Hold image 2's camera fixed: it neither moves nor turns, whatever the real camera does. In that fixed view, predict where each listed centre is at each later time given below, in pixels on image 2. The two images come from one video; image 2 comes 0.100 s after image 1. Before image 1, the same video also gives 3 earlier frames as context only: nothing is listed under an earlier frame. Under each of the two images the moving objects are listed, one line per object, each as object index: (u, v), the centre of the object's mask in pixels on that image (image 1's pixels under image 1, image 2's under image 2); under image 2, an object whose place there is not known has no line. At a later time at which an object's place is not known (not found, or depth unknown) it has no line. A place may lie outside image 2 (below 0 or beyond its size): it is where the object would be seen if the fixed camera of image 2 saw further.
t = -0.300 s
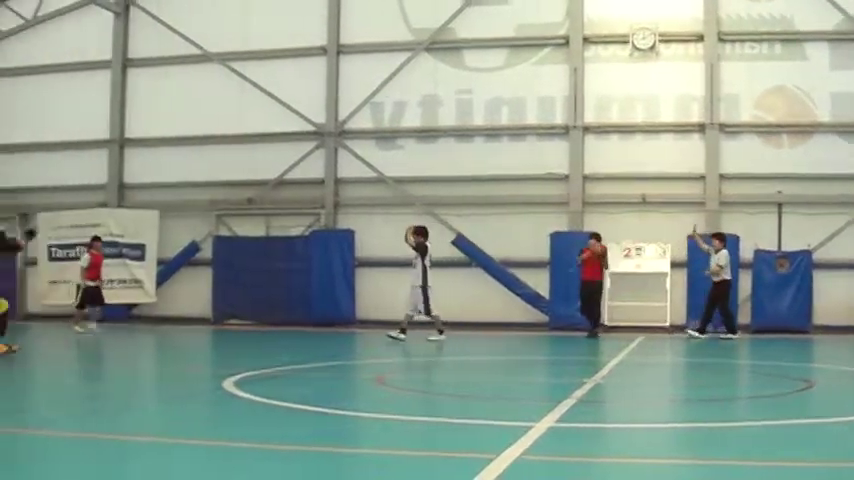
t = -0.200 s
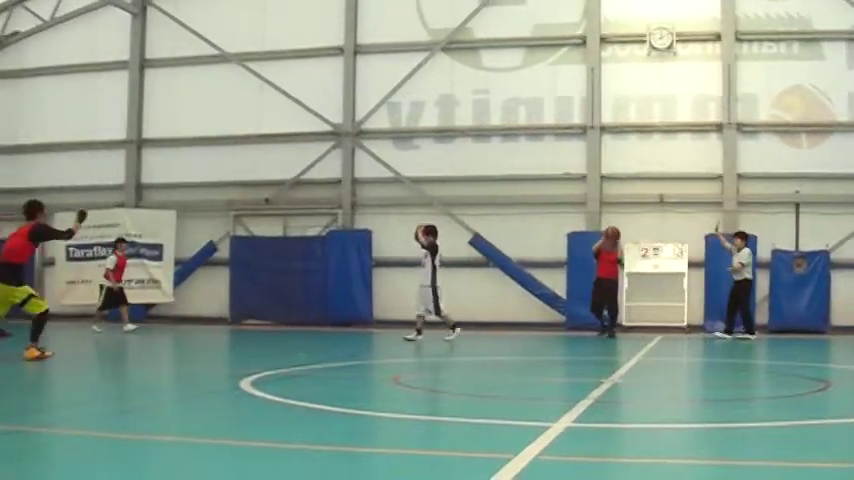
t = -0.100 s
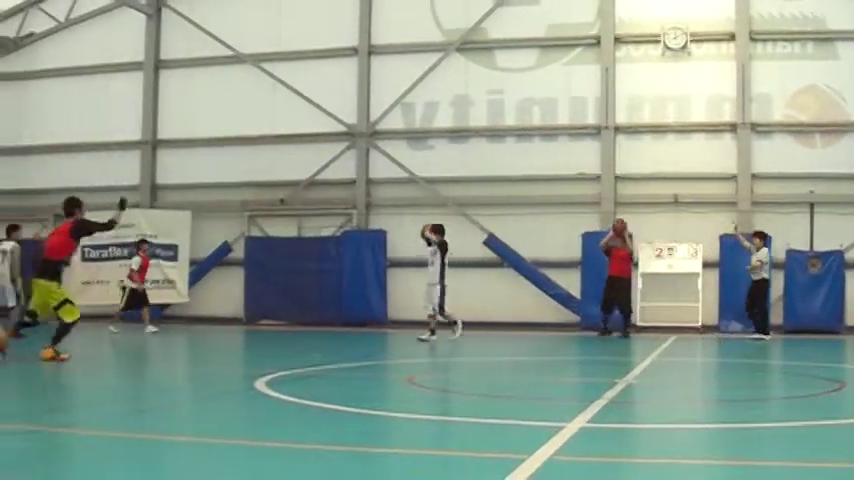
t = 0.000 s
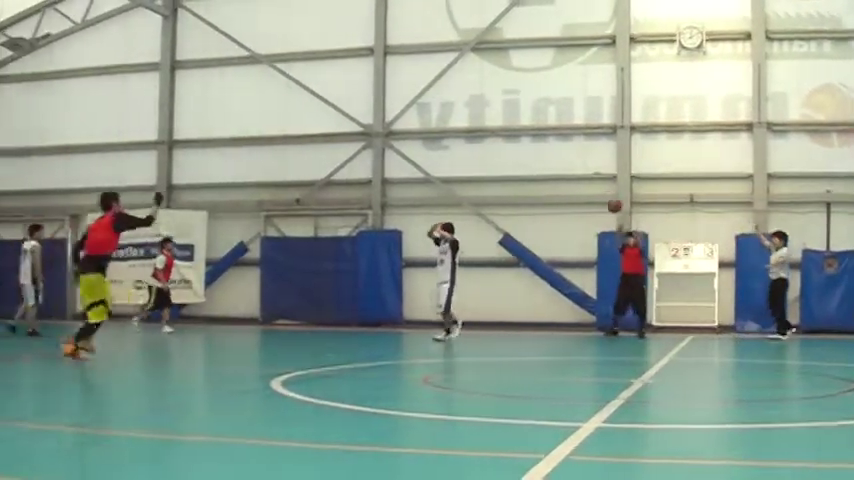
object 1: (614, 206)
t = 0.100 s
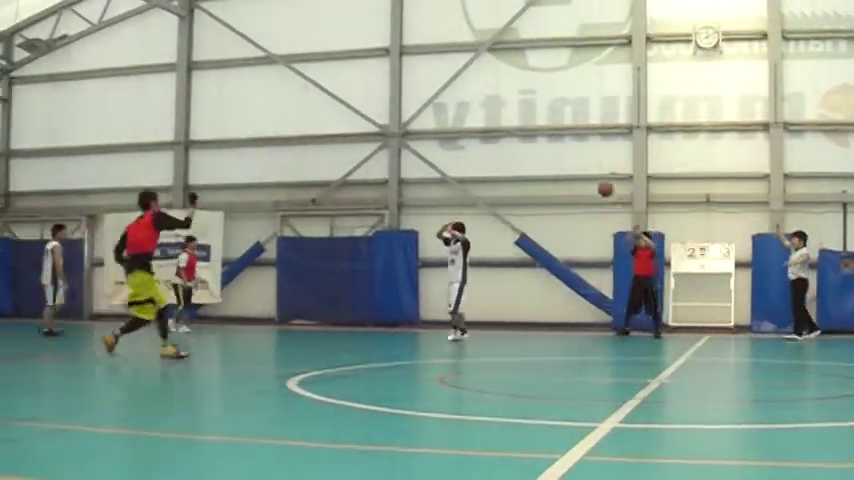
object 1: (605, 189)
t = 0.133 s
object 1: (595, 184)
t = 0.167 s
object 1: (587, 181)
